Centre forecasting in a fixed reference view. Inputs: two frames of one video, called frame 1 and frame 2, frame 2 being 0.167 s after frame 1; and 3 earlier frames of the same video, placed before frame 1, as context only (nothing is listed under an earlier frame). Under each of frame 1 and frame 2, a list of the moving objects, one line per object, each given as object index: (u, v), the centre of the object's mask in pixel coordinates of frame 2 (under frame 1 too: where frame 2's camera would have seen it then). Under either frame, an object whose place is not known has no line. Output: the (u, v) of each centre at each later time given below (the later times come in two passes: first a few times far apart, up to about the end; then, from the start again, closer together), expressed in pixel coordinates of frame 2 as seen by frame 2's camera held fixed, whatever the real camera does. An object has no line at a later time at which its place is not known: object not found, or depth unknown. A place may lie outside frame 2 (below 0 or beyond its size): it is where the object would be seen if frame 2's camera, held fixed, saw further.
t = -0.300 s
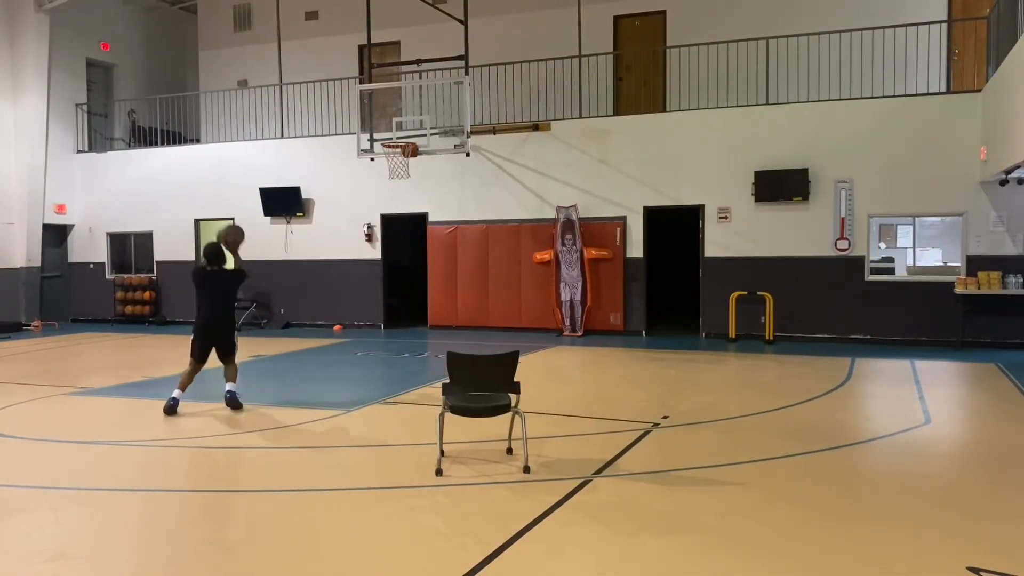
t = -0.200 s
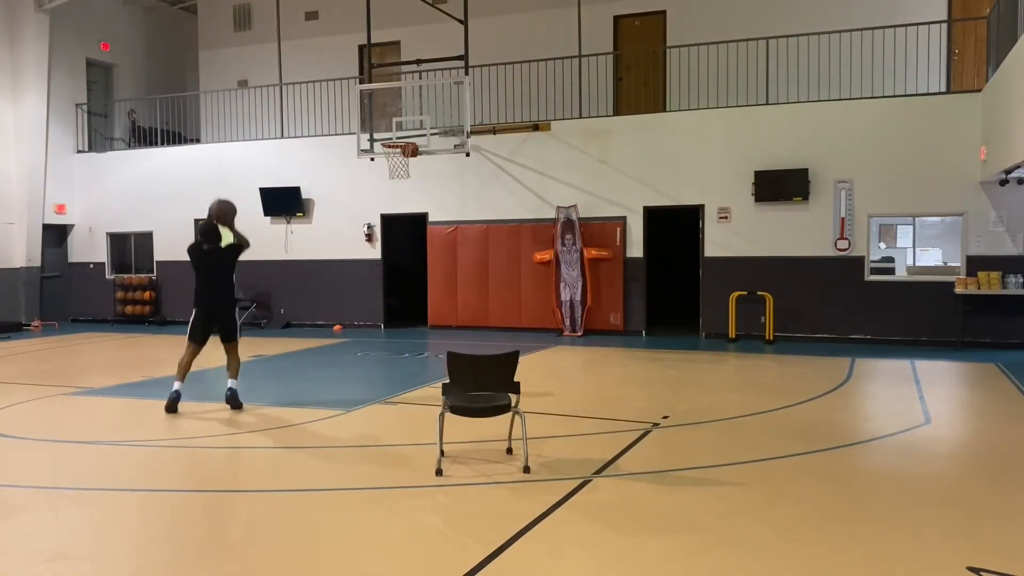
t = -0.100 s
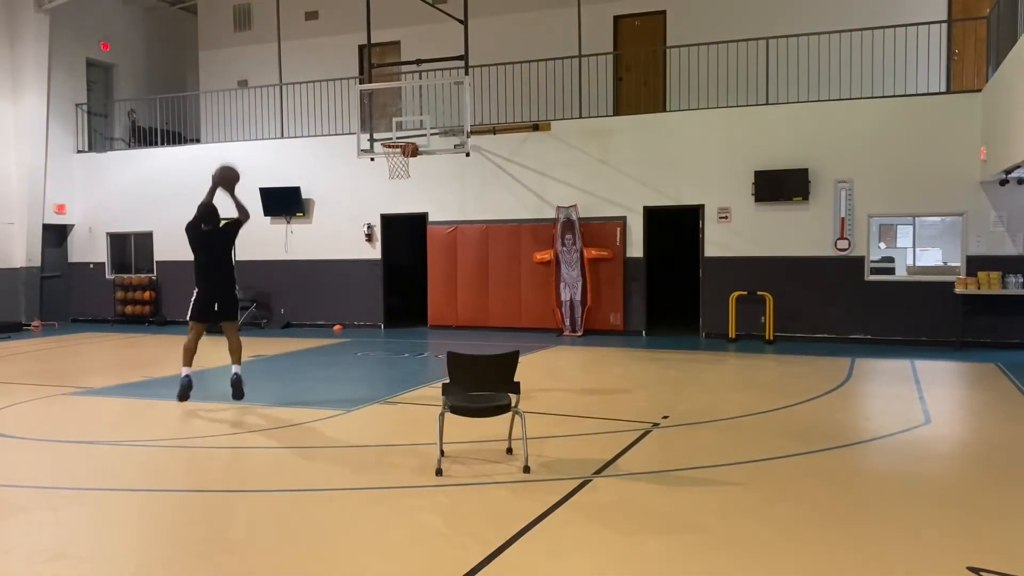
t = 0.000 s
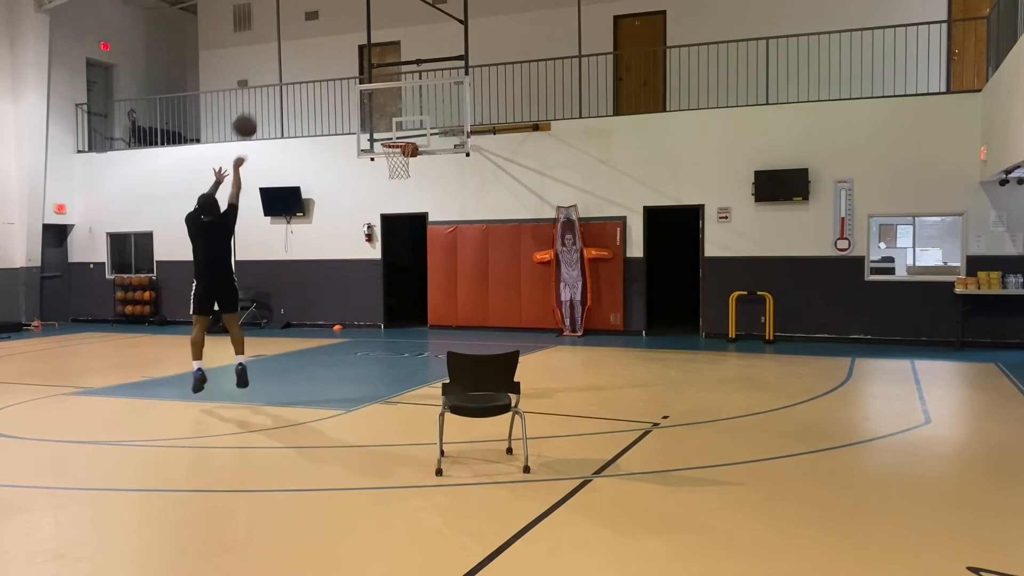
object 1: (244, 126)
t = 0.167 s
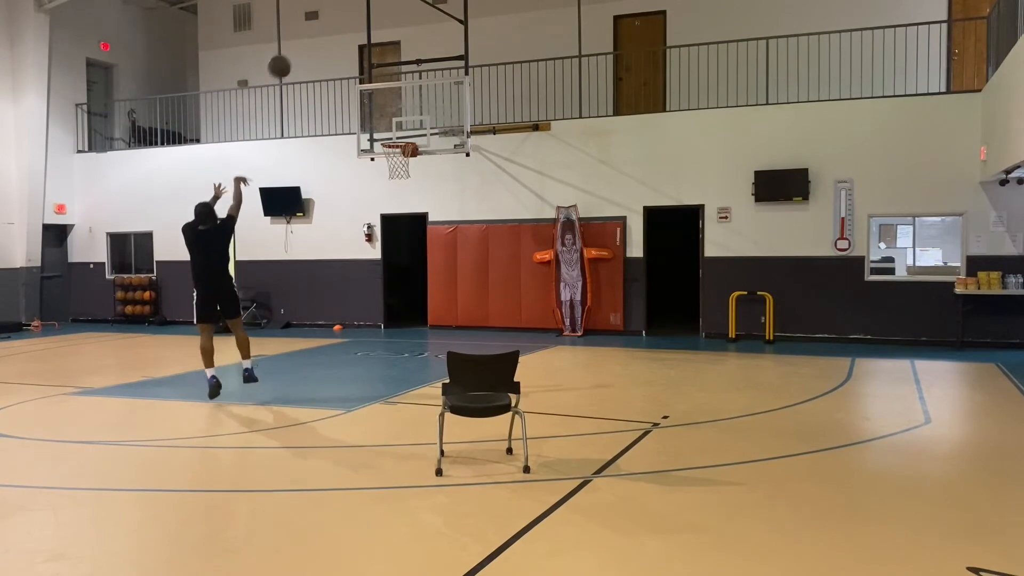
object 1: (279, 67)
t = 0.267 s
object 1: (298, 47)
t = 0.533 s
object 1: (341, 40)
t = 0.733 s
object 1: (368, 72)
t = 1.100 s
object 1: (400, 175)
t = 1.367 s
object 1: (397, 277)
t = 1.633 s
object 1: (389, 306)
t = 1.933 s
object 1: (373, 235)
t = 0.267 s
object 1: (298, 47)
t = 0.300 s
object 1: (304, 42)
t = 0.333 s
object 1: (309, 39)
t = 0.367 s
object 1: (315, 37)
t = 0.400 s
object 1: (321, 36)
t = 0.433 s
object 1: (326, 35)
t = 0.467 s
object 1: (331, 36)
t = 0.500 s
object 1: (336, 38)
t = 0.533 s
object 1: (341, 40)
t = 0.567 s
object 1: (346, 44)
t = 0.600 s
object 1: (351, 47)
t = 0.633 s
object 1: (355, 53)
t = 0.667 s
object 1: (359, 58)
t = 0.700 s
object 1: (364, 65)
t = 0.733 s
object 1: (368, 72)
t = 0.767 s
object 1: (373, 78)
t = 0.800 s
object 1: (378, 87)
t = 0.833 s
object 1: (382, 96)
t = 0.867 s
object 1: (386, 105)
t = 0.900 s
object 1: (391, 115)
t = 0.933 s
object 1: (394, 126)
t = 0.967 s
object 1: (398, 136)
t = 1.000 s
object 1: (399, 148)
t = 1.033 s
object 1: (399, 158)
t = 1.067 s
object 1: (400, 167)
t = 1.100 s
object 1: (400, 175)
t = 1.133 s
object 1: (399, 184)
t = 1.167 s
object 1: (399, 195)
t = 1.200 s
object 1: (399, 207)
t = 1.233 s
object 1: (398, 220)
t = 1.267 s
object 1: (398, 232)
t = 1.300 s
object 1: (398, 246)
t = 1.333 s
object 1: (397, 261)
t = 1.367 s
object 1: (397, 277)
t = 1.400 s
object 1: (397, 293)
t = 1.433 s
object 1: (396, 310)
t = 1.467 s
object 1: (396, 326)
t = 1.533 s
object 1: (394, 341)
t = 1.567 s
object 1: (392, 327)
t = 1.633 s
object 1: (389, 306)
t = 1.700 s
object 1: (385, 284)
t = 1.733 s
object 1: (384, 275)
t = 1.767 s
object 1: (383, 268)
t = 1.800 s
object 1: (380, 260)
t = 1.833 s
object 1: (379, 252)
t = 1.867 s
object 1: (377, 246)
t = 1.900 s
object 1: (375, 240)
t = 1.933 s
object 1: (373, 235)
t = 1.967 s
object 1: (371, 232)
